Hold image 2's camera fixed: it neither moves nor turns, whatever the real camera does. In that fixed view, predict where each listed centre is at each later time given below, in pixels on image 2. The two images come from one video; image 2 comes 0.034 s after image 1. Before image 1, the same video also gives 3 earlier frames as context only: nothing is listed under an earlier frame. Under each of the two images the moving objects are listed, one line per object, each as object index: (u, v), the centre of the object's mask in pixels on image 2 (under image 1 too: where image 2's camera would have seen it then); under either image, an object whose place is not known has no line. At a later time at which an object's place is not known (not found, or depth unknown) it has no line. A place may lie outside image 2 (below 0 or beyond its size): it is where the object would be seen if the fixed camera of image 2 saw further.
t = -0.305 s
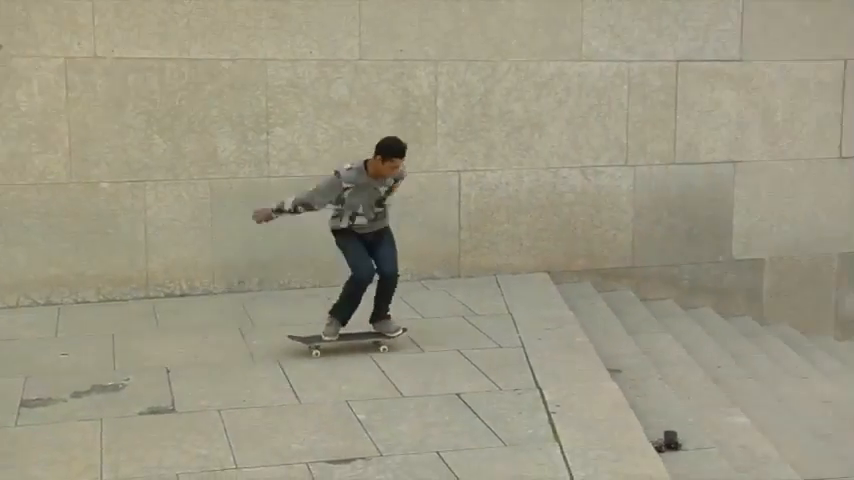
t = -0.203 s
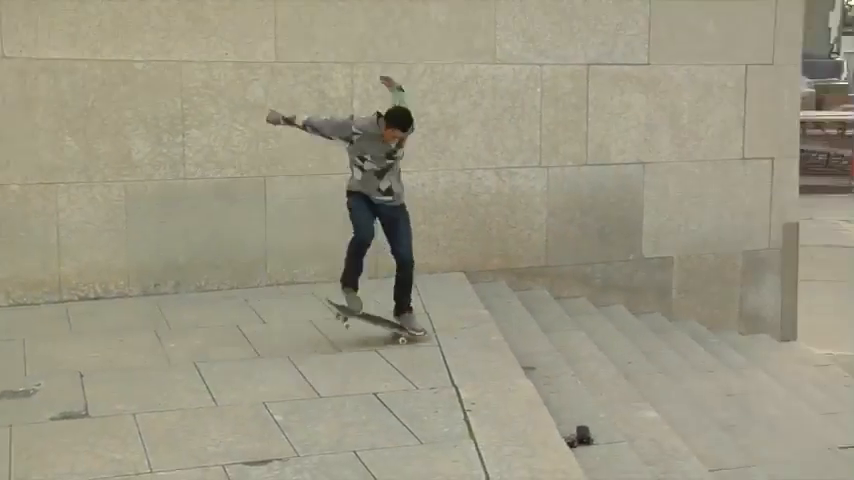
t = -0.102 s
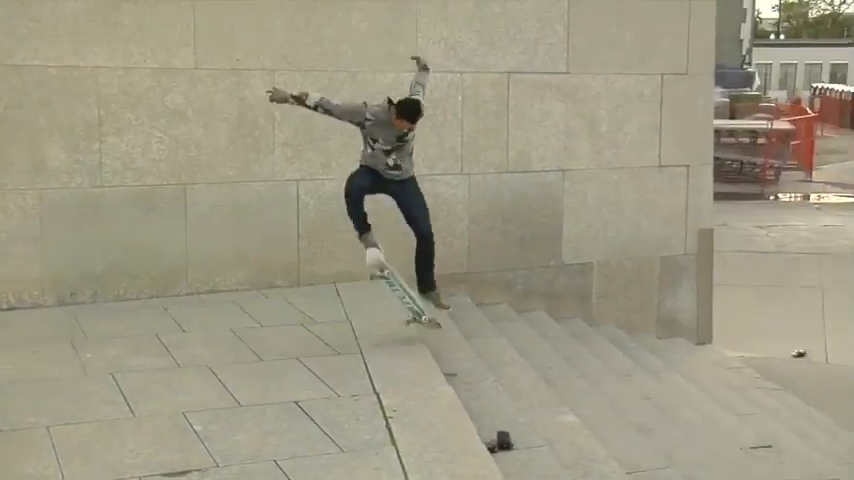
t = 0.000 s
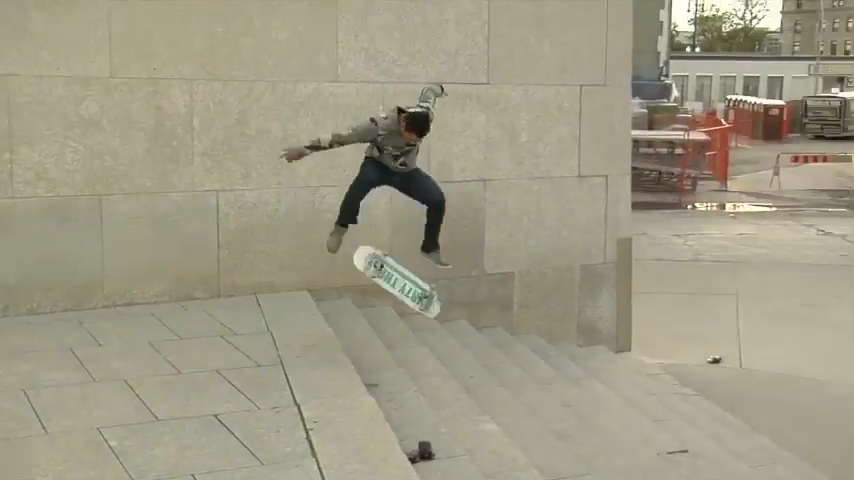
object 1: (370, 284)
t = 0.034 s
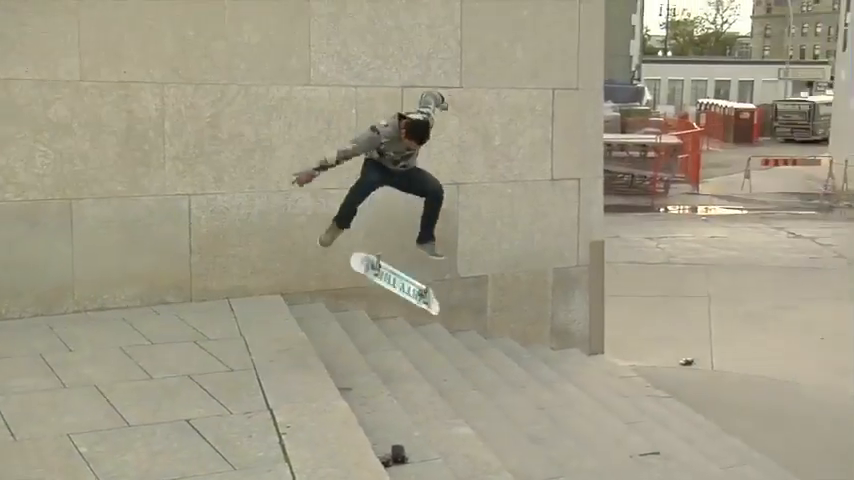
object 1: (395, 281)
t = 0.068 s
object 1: (407, 279)
